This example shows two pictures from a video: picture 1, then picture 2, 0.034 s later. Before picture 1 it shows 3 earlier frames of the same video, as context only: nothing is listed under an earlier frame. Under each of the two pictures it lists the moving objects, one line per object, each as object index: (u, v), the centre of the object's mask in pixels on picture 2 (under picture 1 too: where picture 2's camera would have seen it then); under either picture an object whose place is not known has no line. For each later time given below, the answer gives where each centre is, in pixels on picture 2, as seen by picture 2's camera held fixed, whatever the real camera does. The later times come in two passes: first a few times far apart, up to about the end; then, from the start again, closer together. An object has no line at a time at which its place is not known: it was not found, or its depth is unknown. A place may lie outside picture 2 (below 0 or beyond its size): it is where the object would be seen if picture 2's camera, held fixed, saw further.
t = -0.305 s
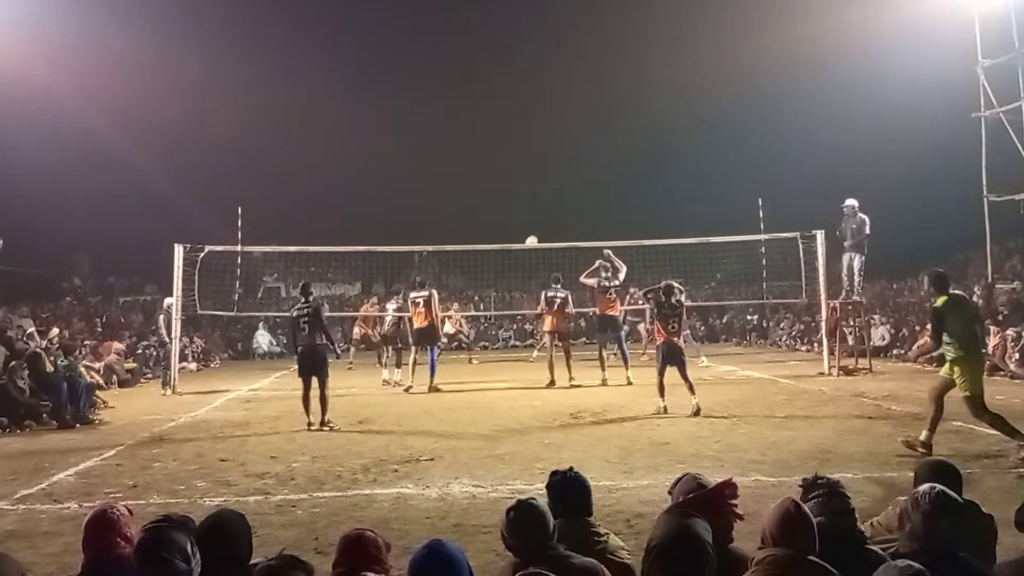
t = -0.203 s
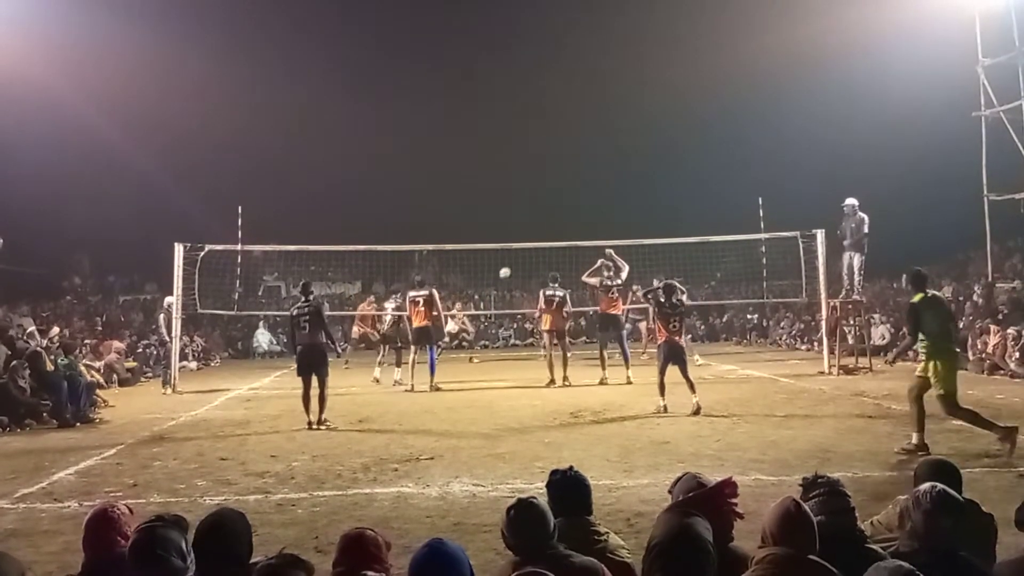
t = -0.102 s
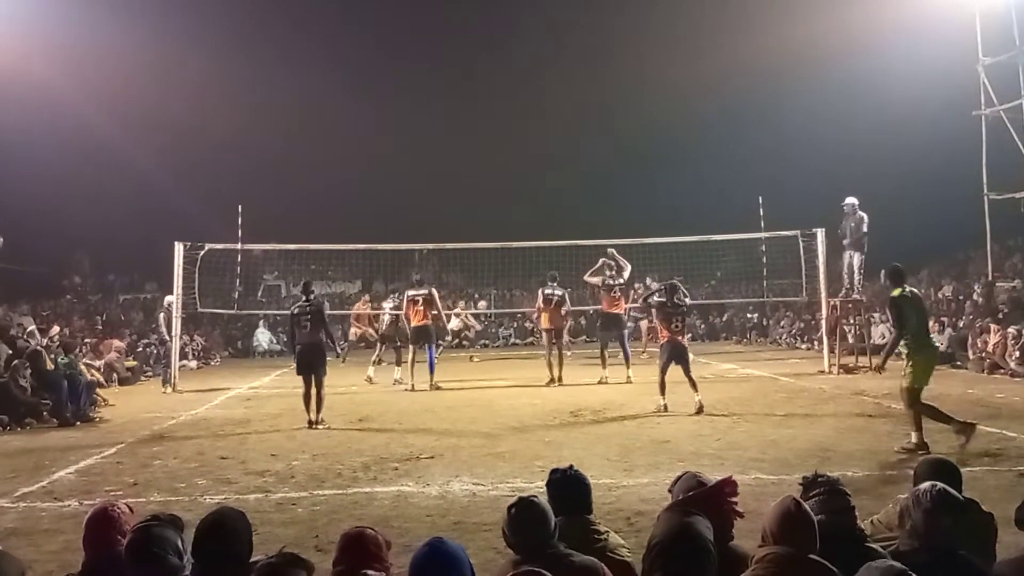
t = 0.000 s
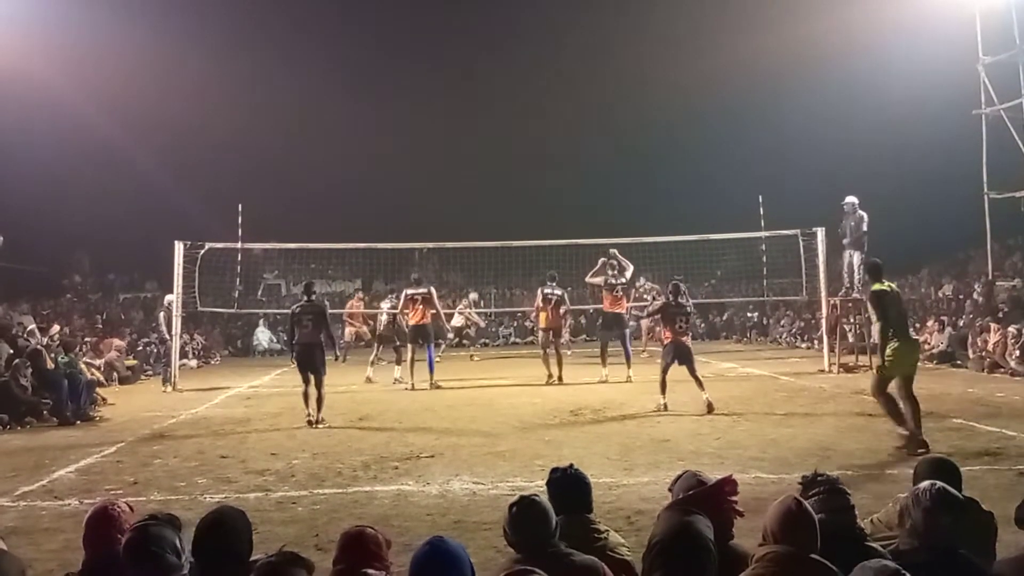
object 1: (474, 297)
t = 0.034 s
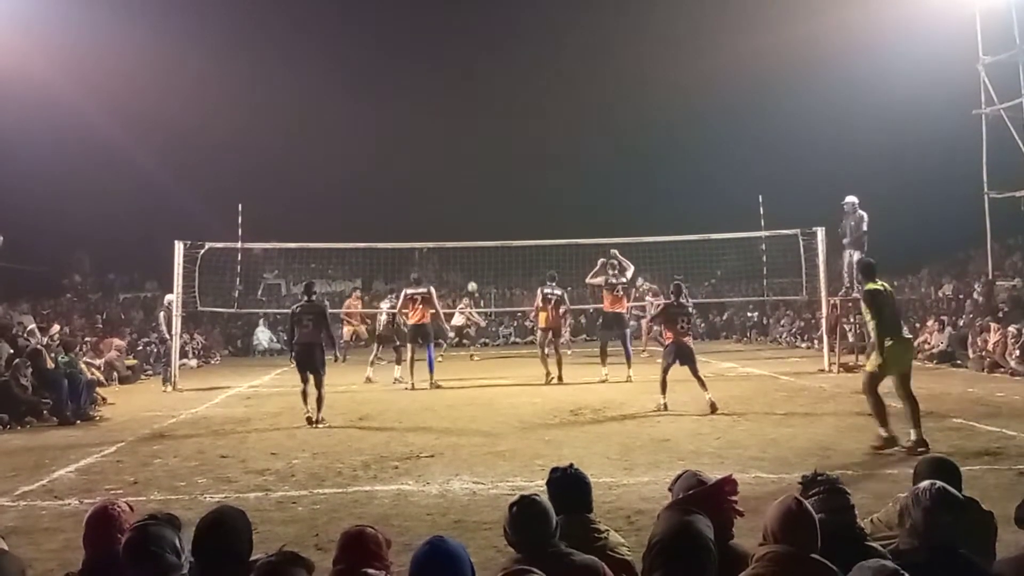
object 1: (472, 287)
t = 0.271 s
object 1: (465, 228)
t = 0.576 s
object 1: (453, 185)
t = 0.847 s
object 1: (442, 181)
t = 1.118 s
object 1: (430, 214)
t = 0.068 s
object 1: (471, 277)
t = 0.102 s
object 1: (470, 268)
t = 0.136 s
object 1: (469, 259)
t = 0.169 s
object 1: (468, 251)
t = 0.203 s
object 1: (467, 240)
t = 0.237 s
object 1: (466, 235)
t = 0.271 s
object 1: (465, 228)
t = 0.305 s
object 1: (463, 221)
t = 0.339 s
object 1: (462, 215)
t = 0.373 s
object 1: (461, 209)
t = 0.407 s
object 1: (460, 204)
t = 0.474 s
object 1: (457, 195)
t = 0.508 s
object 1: (456, 191)
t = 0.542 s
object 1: (455, 188)
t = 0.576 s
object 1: (453, 185)
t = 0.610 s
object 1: (452, 183)
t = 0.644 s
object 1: (451, 181)
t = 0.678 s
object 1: (449, 179)
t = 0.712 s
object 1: (448, 179)
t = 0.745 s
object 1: (447, 178)
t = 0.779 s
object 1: (445, 179)
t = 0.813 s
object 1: (444, 180)
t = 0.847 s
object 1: (442, 181)
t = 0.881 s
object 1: (441, 183)
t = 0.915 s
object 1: (439, 186)
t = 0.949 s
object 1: (438, 189)
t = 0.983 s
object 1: (436, 193)
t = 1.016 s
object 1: (435, 197)
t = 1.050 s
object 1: (433, 202)
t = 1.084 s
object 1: (432, 208)
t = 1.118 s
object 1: (430, 214)
